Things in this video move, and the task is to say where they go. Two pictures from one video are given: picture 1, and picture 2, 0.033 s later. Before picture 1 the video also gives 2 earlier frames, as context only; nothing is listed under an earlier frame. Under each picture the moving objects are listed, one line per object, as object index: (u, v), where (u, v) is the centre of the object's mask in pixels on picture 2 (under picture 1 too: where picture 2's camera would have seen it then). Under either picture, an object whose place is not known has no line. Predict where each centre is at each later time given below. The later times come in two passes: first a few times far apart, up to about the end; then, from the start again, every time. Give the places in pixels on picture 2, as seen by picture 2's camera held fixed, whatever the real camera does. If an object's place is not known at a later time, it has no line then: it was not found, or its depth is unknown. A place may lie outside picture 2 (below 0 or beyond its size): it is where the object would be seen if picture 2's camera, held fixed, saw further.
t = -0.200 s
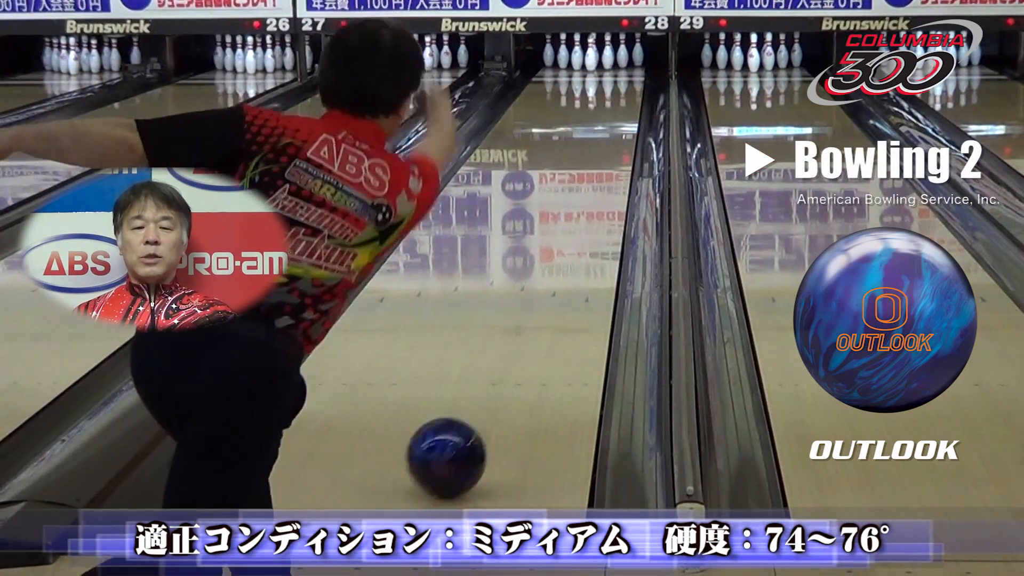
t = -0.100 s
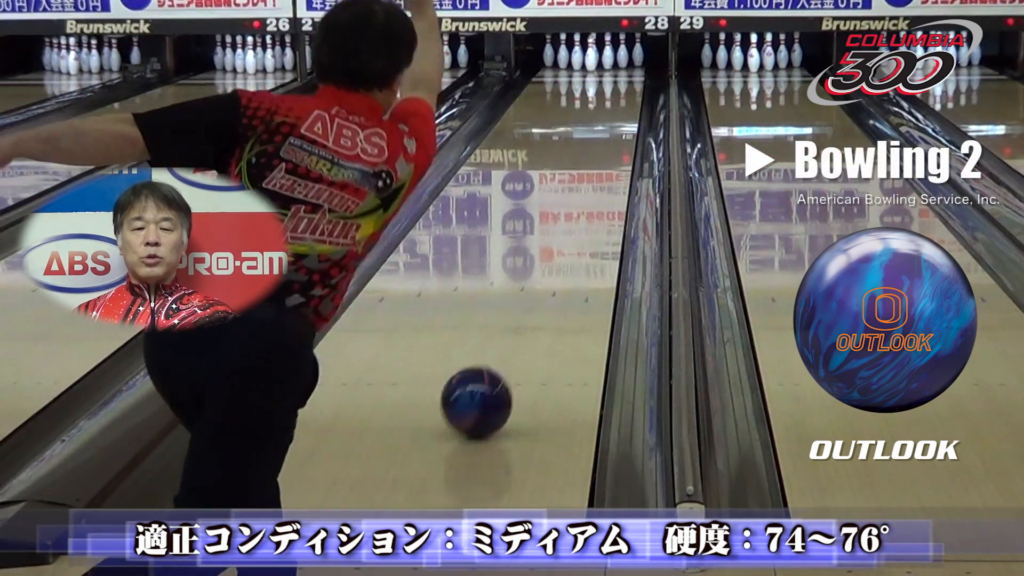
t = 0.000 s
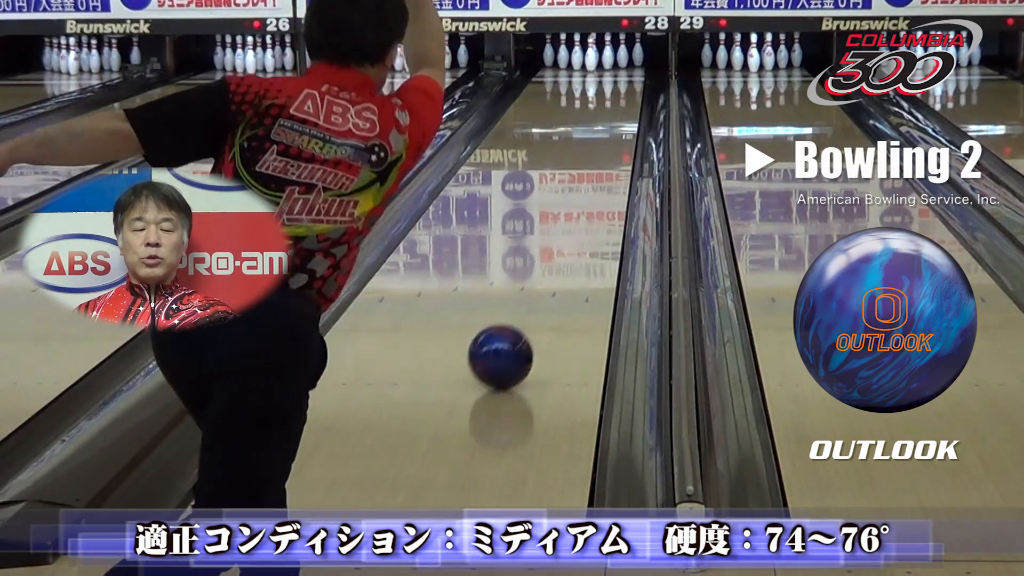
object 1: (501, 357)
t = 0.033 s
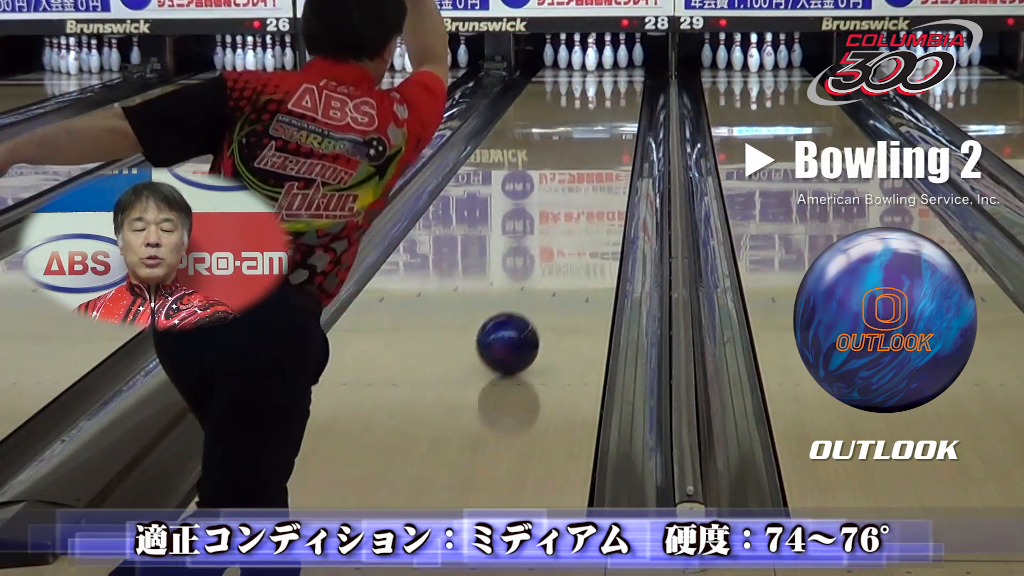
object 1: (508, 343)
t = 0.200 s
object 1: (536, 288)
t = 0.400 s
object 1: (561, 238)
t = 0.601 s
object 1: (578, 201)
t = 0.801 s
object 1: (591, 170)
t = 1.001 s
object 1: (600, 147)
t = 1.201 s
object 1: (606, 127)
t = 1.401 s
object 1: (610, 111)
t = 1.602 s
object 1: (611, 97)
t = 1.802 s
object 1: (609, 85)
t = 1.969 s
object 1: (606, 77)
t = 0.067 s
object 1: (514, 331)
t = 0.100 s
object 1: (520, 319)
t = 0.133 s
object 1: (526, 308)
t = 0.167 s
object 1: (531, 298)
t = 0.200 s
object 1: (536, 288)
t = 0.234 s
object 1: (541, 279)
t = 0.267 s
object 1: (546, 270)
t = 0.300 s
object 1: (550, 261)
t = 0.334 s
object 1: (554, 253)
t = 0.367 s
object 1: (557, 246)
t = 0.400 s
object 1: (561, 238)
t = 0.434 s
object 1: (564, 231)
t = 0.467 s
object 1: (567, 225)
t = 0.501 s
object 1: (570, 218)
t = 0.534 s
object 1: (573, 212)
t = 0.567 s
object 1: (576, 206)
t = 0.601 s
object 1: (578, 201)
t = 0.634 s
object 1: (581, 195)
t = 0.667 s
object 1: (583, 190)
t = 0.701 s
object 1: (585, 185)
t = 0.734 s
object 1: (587, 180)
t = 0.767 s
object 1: (589, 175)
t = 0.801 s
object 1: (591, 170)
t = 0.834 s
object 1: (592, 166)
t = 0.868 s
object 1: (594, 162)
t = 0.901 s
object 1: (596, 158)
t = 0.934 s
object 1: (597, 154)
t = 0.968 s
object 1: (599, 150)
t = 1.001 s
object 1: (600, 147)
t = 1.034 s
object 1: (601, 143)
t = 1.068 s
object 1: (602, 140)
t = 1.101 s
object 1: (603, 137)
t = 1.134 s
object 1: (604, 134)
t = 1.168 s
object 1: (605, 131)
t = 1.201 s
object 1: (606, 127)
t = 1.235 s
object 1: (607, 124)
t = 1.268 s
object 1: (607, 121)
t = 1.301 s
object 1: (608, 119)
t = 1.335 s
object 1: (609, 116)
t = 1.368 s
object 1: (609, 113)
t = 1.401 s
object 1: (610, 111)
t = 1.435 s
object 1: (610, 108)
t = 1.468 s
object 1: (610, 106)
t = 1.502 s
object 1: (611, 103)
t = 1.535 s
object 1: (611, 101)
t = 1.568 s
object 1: (611, 99)
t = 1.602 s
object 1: (611, 97)
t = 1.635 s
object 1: (611, 94)
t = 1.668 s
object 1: (611, 93)
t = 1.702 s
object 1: (610, 90)
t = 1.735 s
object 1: (610, 88)
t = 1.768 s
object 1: (610, 86)
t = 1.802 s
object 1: (609, 85)
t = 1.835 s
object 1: (609, 83)
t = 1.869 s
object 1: (608, 82)
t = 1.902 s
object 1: (607, 80)
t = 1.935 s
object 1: (606, 79)
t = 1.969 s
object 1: (606, 77)
